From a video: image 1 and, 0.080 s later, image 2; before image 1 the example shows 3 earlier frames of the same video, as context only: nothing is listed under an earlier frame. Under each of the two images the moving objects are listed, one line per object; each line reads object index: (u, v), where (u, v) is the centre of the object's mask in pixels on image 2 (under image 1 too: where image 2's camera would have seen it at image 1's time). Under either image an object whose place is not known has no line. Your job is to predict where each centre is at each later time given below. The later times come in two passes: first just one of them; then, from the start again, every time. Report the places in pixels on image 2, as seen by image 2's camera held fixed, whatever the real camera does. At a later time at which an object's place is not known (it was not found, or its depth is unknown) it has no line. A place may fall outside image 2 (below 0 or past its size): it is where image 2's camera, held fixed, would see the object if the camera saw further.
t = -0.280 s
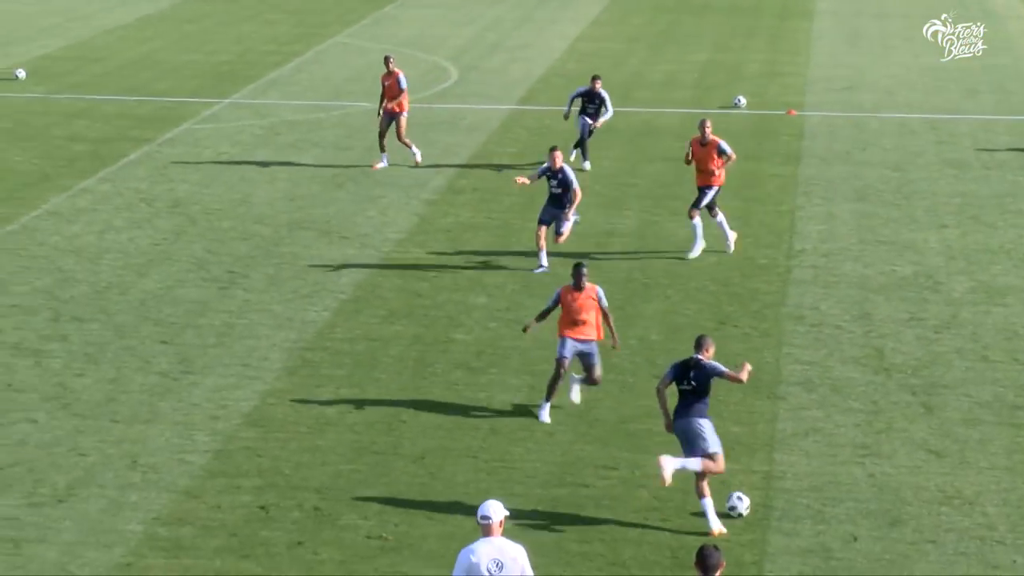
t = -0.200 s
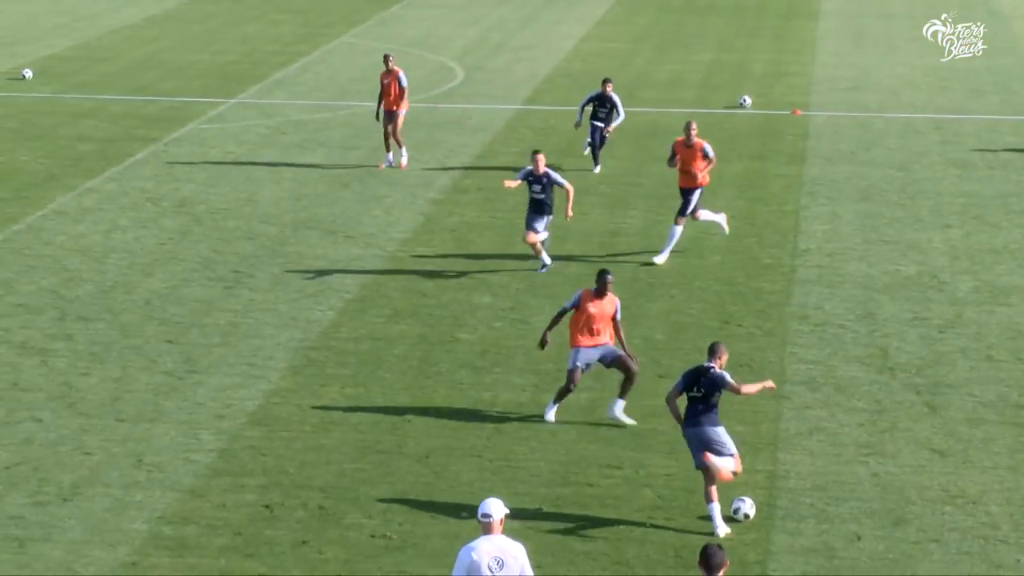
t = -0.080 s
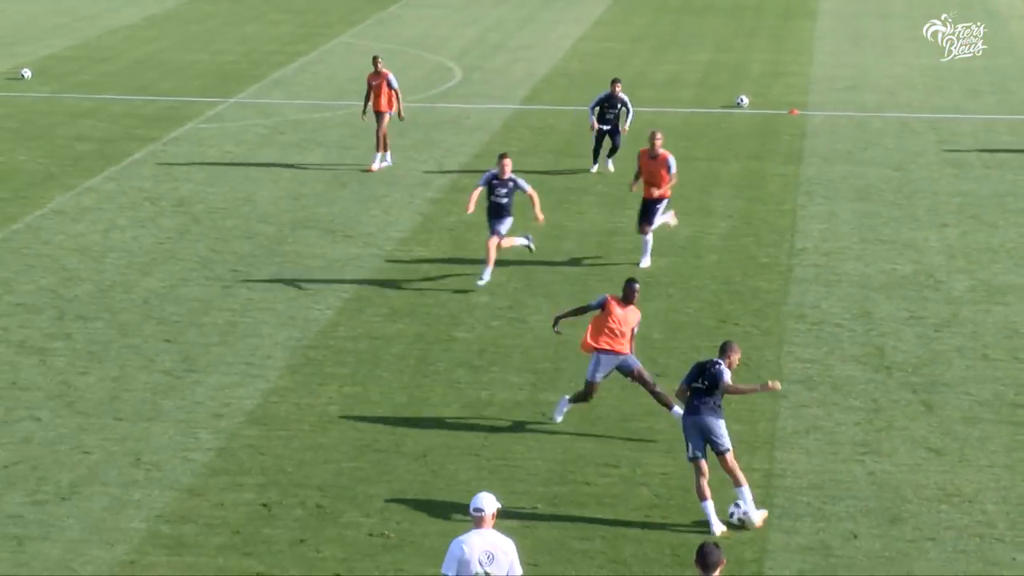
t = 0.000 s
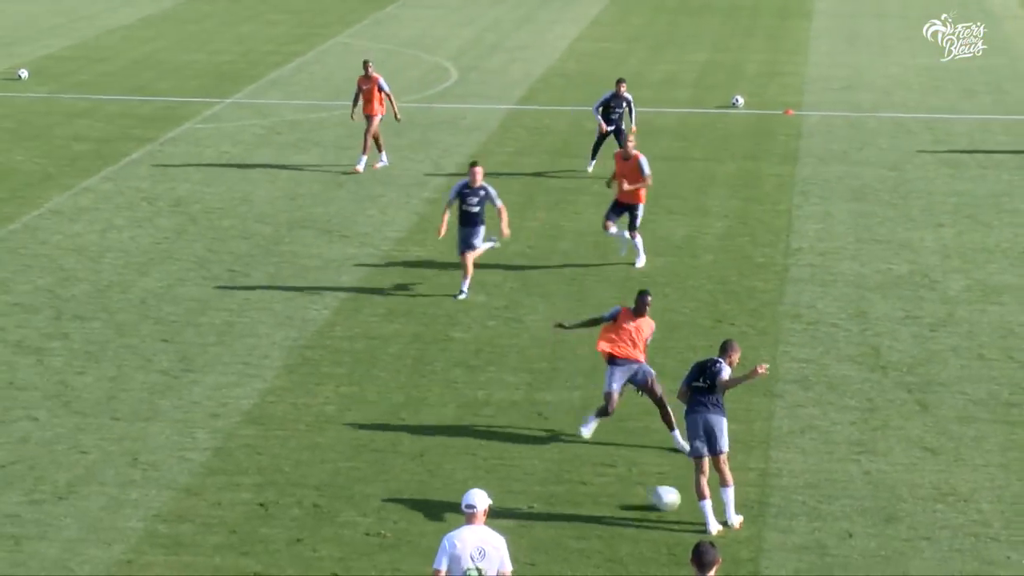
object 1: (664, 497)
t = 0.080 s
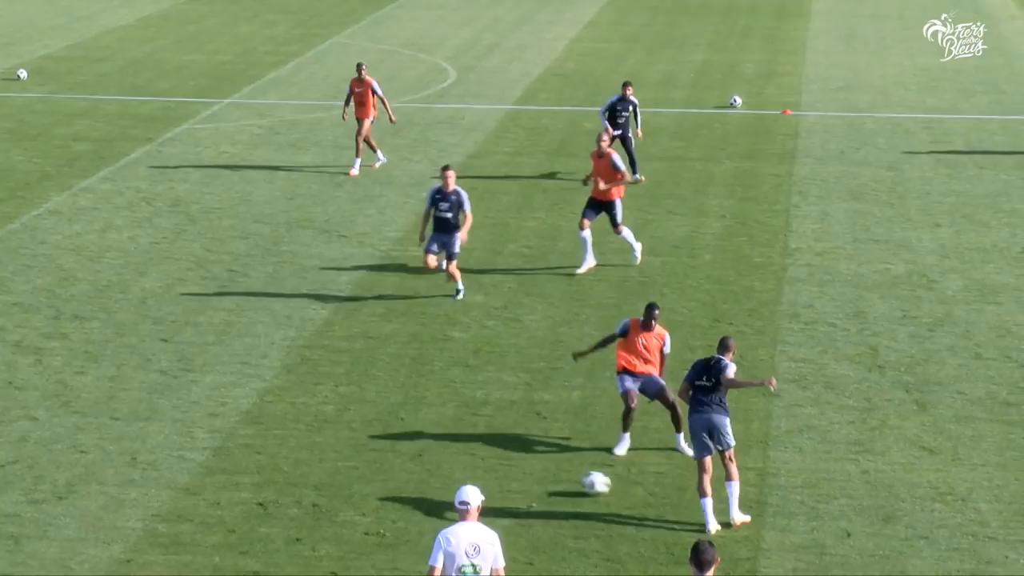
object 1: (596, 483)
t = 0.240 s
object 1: (474, 461)
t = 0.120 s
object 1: (563, 478)
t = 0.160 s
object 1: (533, 472)
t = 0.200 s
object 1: (503, 467)
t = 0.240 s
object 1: (474, 461)
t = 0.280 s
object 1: (446, 457)
